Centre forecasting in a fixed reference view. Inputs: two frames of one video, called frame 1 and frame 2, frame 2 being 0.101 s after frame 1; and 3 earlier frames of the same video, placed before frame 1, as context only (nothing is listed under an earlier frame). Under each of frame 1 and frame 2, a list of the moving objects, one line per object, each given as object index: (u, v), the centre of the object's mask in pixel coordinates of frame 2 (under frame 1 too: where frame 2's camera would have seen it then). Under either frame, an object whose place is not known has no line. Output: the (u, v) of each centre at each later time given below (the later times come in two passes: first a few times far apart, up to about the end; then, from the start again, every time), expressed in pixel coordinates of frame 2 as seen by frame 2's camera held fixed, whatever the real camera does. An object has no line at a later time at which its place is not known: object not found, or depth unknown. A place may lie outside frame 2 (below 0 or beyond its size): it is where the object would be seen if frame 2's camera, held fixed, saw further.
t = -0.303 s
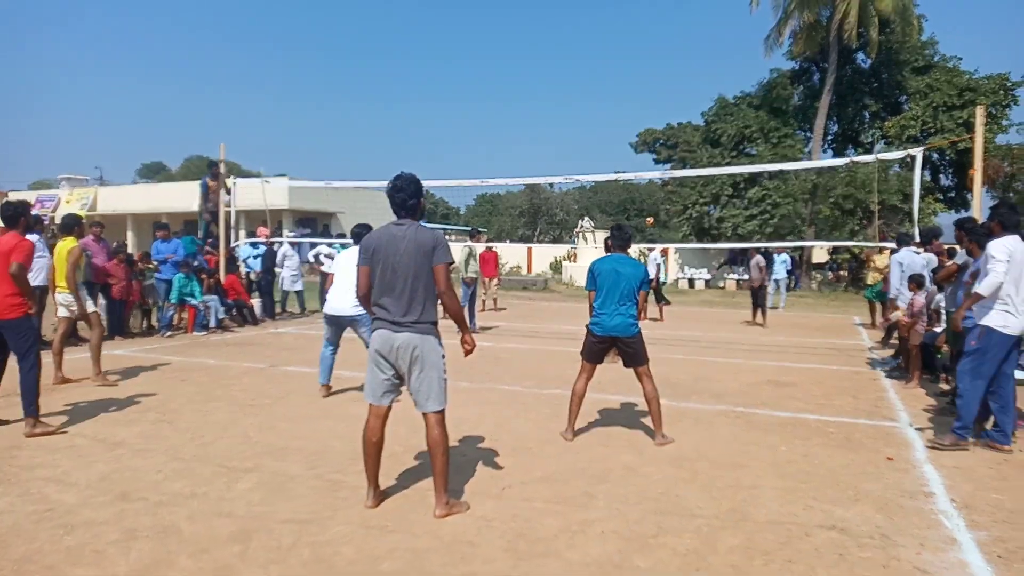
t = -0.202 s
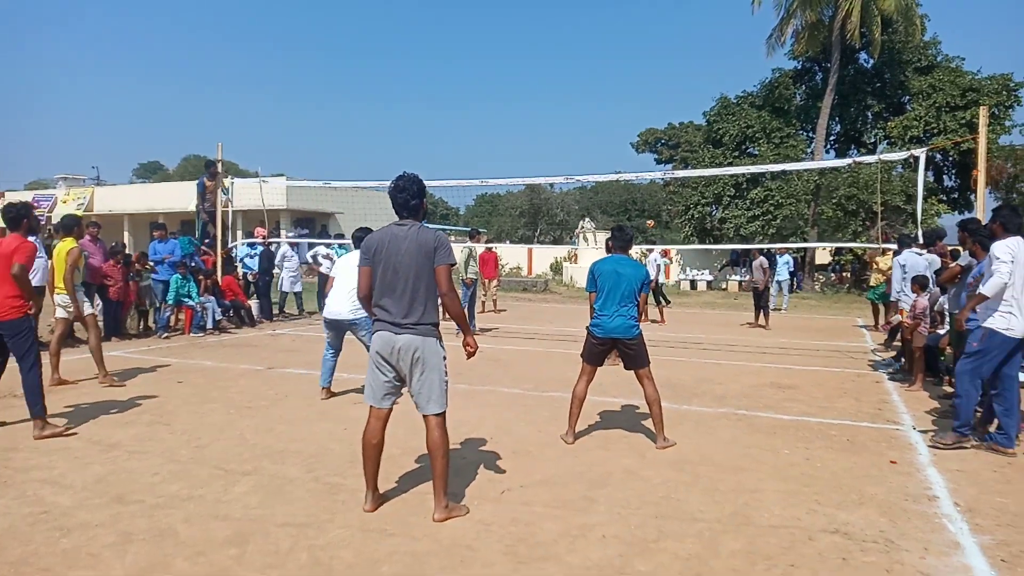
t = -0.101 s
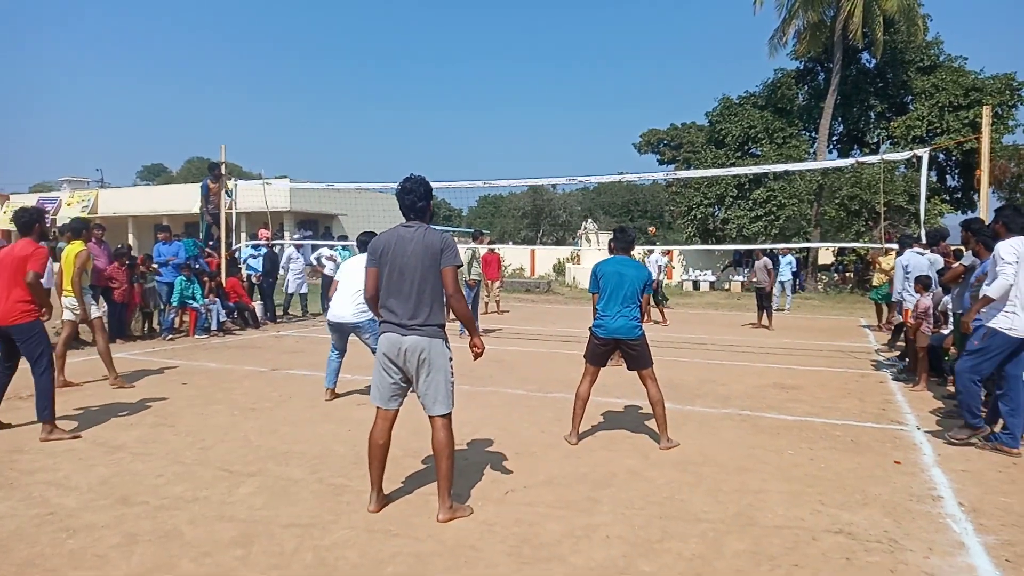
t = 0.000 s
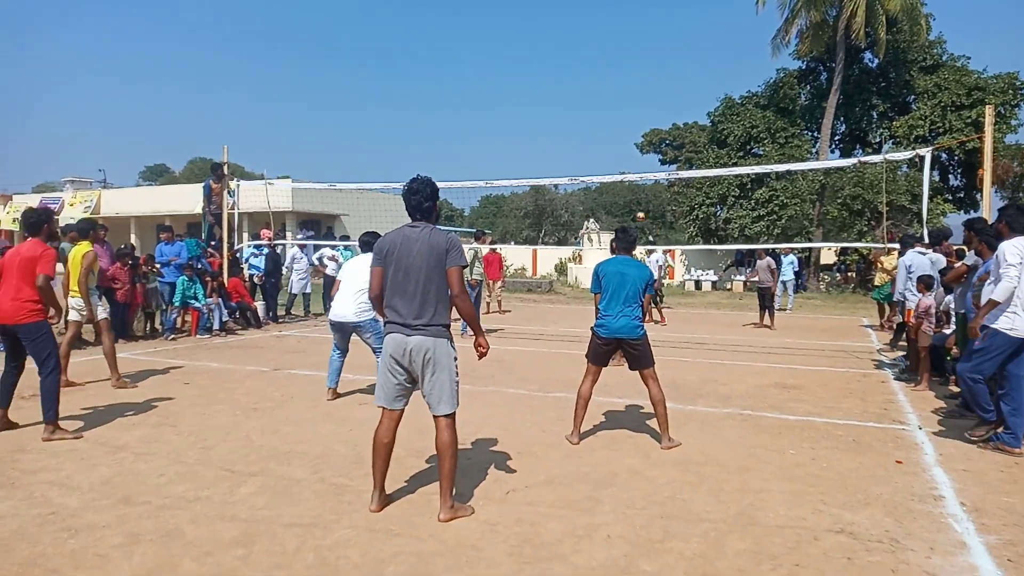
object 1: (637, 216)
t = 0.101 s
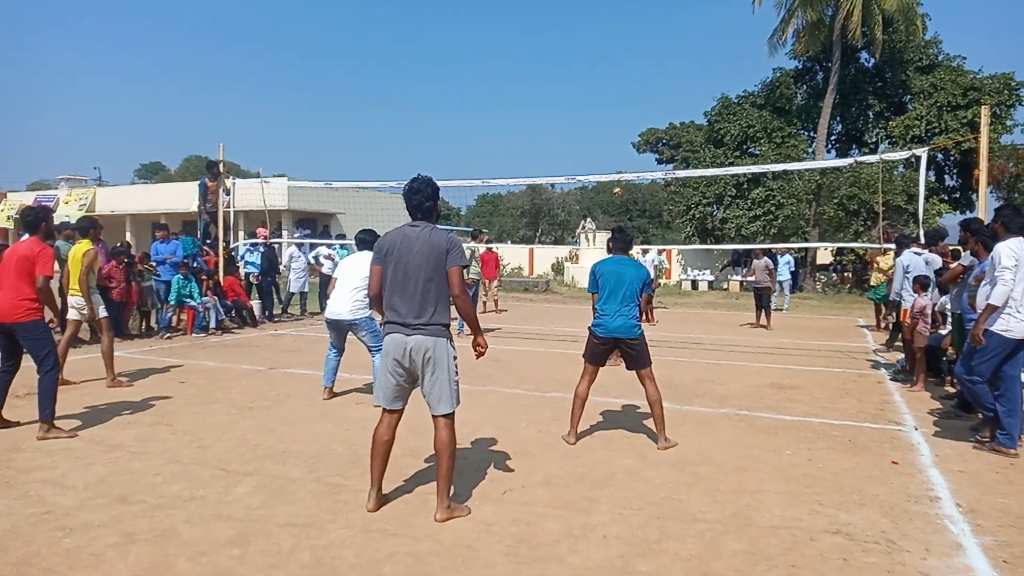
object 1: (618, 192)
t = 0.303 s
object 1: (567, 147)
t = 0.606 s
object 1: (462, 103)
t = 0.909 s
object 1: (298, 105)
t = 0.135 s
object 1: (609, 184)
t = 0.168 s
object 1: (601, 173)
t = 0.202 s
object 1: (594, 168)
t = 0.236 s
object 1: (585, 161)
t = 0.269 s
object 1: (576, 154)
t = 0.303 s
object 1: (567, 147)
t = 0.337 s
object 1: (557, 141)
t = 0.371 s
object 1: (548, 134)
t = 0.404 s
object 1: (537, 129)
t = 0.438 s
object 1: (526, 124)
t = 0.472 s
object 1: (514, 118)
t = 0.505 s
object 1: (501, 113)
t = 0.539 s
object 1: (488, 109)
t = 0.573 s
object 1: (476, 106)
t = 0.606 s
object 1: (462, 103)
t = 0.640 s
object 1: (447, 100)
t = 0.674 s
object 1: (431, 98)
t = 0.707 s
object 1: (416, 96)
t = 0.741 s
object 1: (399, 95)
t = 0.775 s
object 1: (380, 95)
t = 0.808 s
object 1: (362, 96)
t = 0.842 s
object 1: (342, 97)
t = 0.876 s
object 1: (321, 100)
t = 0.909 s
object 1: (298, 105)
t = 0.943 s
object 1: (276, 109)
